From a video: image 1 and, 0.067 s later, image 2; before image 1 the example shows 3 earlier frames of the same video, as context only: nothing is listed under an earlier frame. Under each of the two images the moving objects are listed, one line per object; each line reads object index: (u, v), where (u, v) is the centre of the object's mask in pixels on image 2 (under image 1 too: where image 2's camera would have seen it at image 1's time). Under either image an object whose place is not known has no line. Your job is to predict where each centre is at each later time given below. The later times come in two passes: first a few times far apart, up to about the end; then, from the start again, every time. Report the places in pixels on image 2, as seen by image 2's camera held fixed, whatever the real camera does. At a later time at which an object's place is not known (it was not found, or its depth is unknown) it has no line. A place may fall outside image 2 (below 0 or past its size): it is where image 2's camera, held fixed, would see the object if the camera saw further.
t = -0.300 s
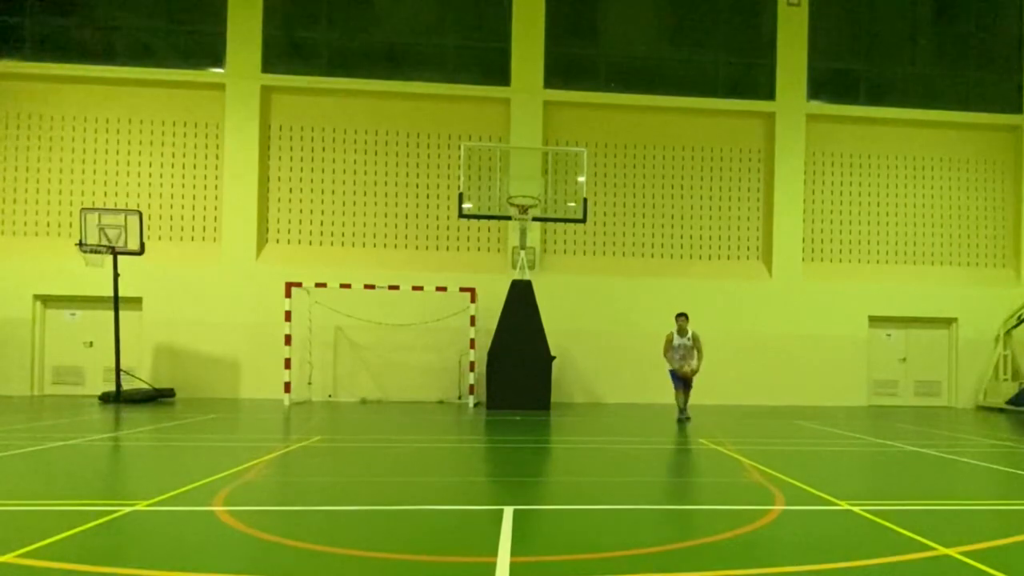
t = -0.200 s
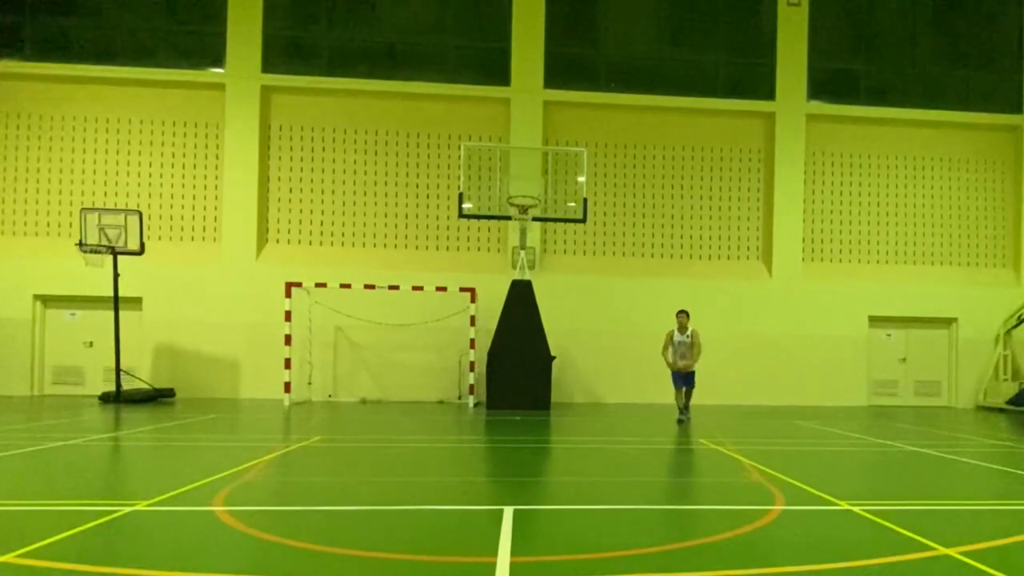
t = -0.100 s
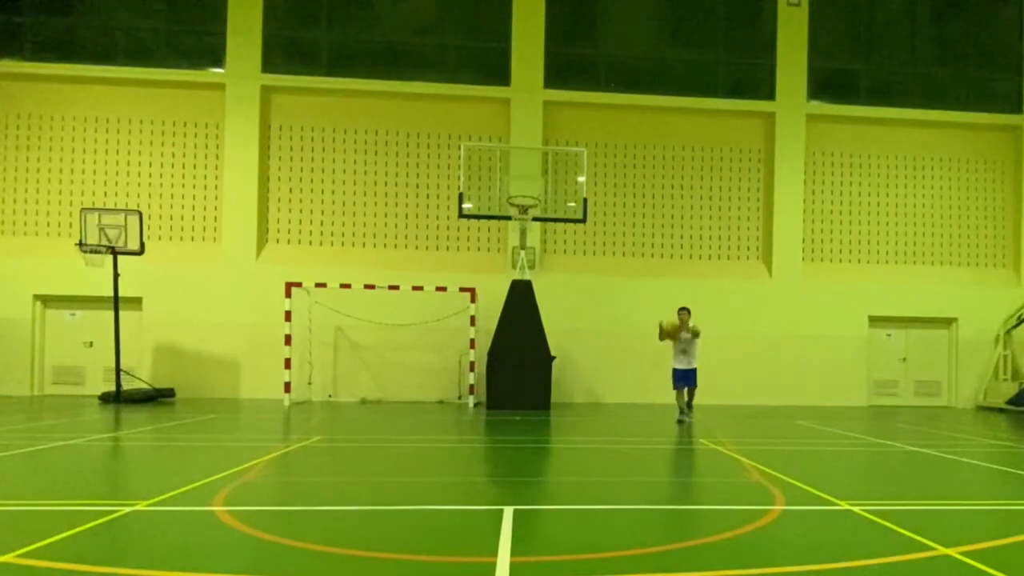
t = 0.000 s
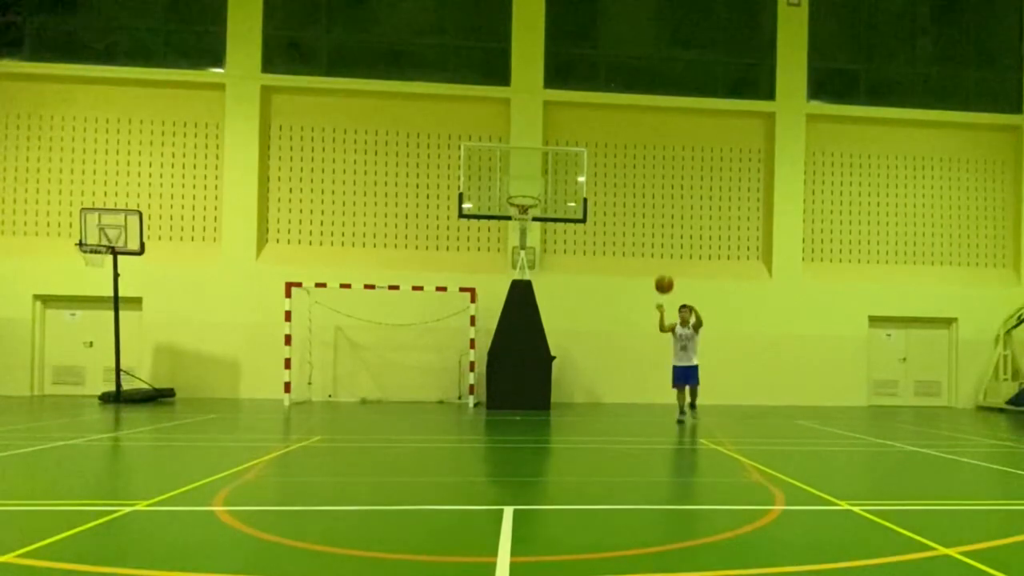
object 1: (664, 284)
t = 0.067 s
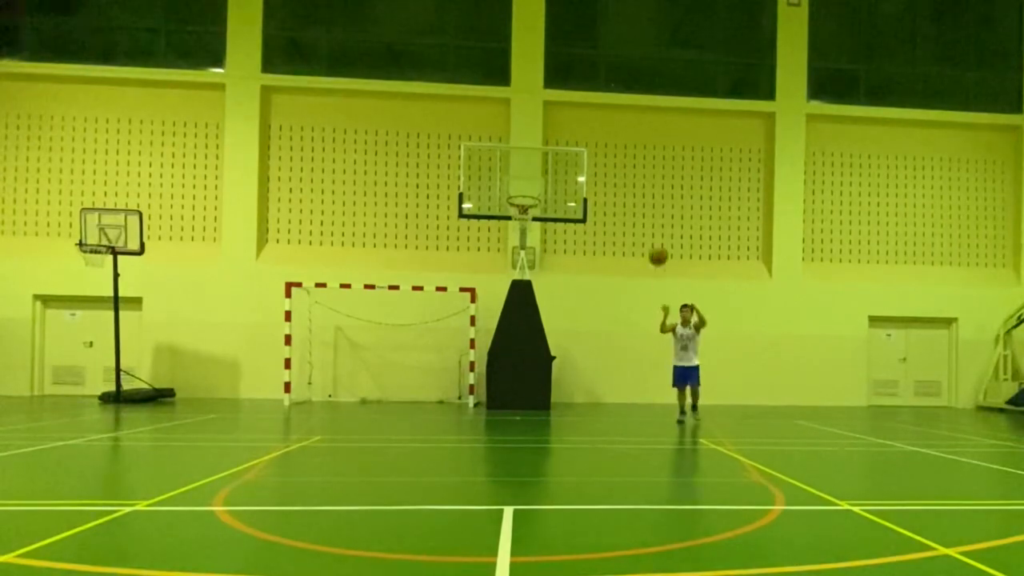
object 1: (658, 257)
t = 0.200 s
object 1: (646, 205)
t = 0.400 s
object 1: (624, 148)
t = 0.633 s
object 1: (592, 116)
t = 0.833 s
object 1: (558, 133)
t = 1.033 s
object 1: (514, 203)
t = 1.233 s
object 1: (455, 351)
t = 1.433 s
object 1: (412, 407)
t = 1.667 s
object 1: (411, 237)
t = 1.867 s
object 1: (409, 167)
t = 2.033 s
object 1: (407, 162)
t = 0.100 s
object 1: (655, 242)
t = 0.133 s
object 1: (652, 230)
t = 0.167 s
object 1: (649, 217)
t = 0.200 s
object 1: (646, 205)
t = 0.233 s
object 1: (643, 194)
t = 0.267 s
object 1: (639, 182)
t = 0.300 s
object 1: (636, 173)
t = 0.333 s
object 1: (632, 164)
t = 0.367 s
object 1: (628, 156)
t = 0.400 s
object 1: (624, 148)
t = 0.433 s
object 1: (620, 141)
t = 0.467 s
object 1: (616, 133)
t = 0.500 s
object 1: (612, 129)
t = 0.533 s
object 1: (606, 125)
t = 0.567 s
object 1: (602, 120)
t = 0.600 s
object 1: (598, 118)
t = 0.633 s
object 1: (592, 116)
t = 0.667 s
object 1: (587, 116)
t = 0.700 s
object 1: (582, 117)
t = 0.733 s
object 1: (576, 120)
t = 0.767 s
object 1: (571, 122)
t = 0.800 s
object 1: (564, 128)
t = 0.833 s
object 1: (558, 133)
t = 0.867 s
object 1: (551, 142)
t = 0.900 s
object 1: (545, 151)
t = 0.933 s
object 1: (537, 161)
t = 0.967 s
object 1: (531, 175)
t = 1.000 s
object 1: (522, 187)
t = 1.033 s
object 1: (514, 203)
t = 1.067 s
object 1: (506, 224)
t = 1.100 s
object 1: (497, 243)
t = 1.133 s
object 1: (488, 267)
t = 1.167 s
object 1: (477, 291)
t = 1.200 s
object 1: (467, 319)
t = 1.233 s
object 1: (455, 351)
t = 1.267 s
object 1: (444, 385)
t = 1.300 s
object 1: (431, 423)
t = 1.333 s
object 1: (419, 464)
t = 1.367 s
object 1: (411, 472)
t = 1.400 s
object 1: (411, 439)
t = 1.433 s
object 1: (412, 407)
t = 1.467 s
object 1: (412, 376)
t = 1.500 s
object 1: (411, 348)
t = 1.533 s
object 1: (411, 322)
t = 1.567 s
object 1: (411, 297)
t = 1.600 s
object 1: (411, 275)
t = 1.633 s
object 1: (411, 256)
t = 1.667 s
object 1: (411, 237)
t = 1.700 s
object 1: (410, 221)
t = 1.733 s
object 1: (410, 206)
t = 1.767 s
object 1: (410, 193)
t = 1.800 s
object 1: (410, 183)
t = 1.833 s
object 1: (409, 174)
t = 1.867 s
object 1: (409, 167)
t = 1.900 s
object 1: (408, 163)
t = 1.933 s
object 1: (408, 160)
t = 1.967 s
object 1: (408, 159)
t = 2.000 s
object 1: (407, 160)
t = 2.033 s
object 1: (407, 162)
